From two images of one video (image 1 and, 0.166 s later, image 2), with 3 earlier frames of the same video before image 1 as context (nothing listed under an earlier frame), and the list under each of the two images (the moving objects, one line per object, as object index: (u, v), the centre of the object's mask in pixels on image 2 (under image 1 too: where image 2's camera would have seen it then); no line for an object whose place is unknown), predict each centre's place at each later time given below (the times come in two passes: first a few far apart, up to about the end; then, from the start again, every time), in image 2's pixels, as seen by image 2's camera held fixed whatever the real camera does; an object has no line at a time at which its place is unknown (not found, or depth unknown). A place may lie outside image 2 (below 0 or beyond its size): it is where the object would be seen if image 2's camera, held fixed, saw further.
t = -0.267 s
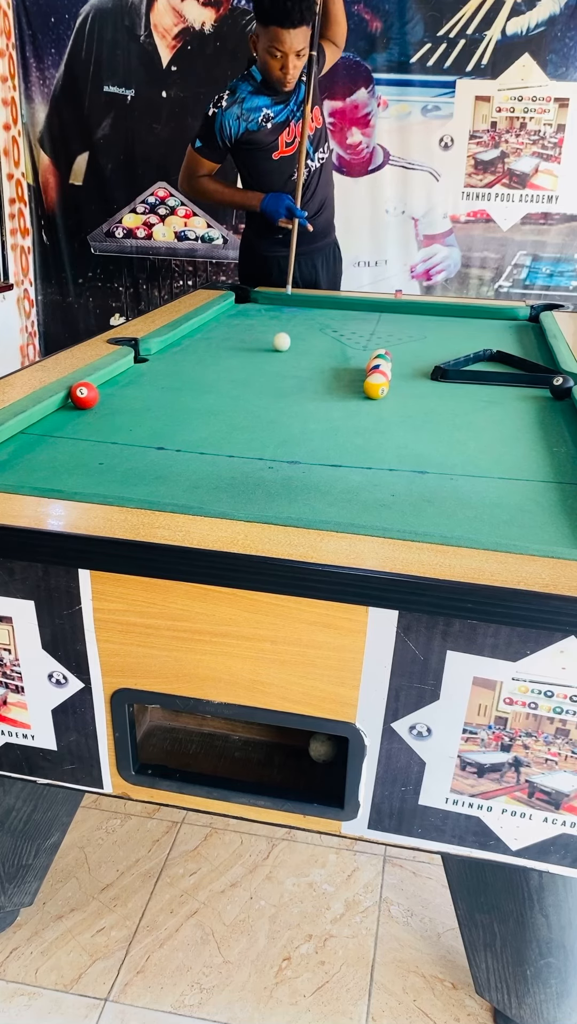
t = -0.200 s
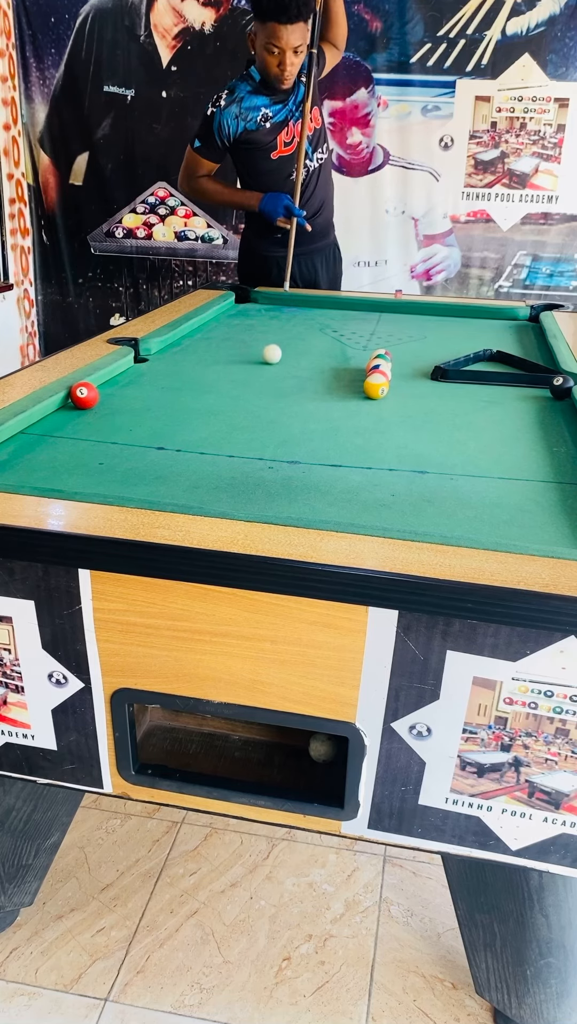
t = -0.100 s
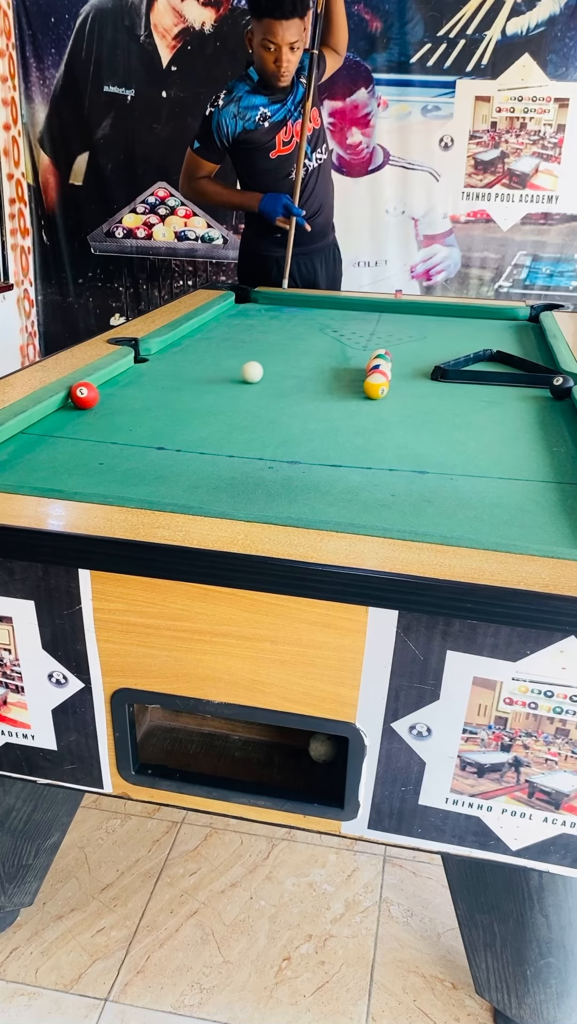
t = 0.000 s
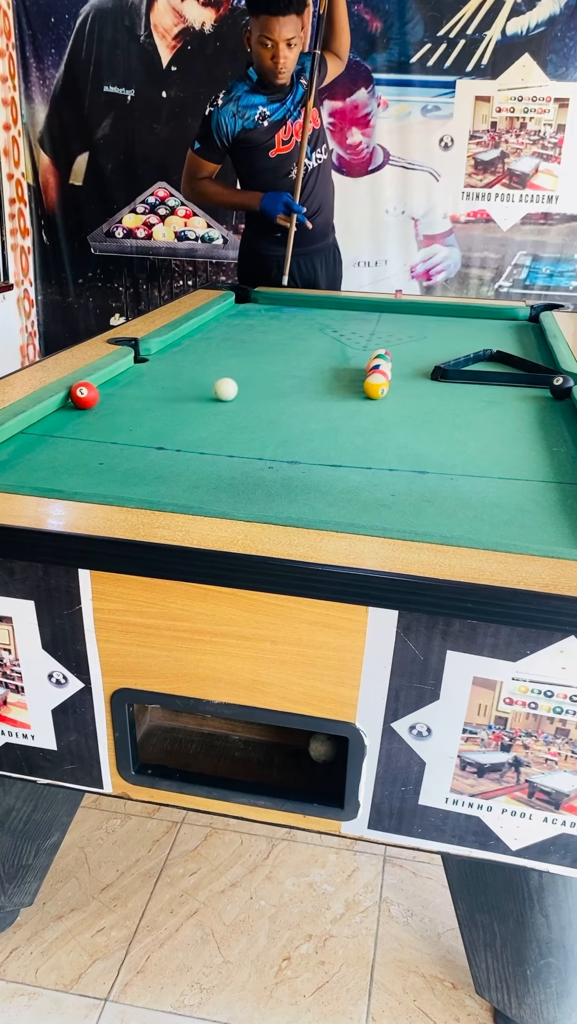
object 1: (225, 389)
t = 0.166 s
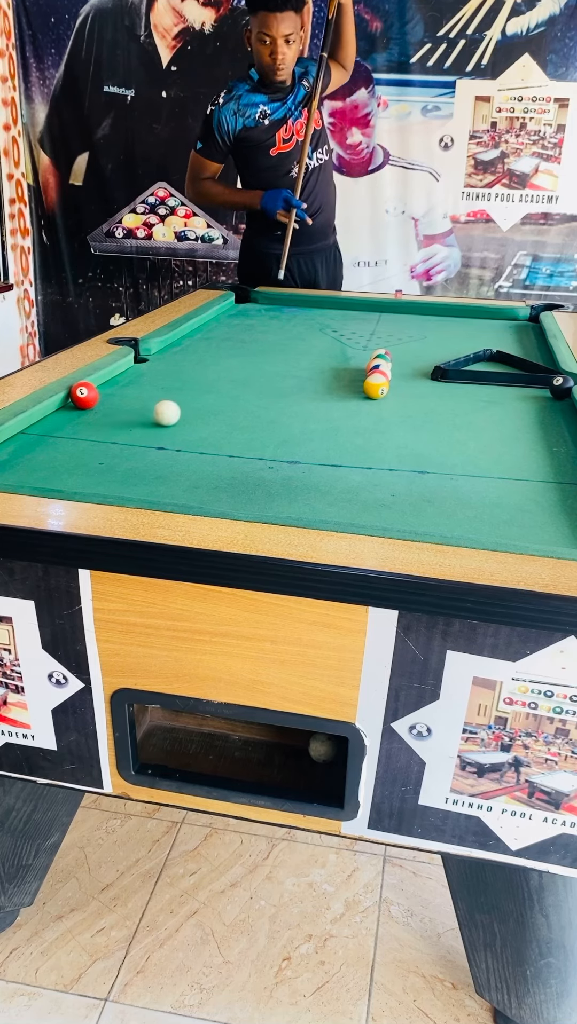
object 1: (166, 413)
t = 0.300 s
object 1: (107, 424)
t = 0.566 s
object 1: (78, 422)
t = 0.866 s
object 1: (182, 415)
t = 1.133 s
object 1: (262, 408)
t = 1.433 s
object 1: (341, 402)
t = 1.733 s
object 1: (412, 396)
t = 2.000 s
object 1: (468, 391)
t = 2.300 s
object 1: (525, 386)
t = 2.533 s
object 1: (543, 381)
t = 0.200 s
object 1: (152, 417)
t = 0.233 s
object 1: (138, 420)
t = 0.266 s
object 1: (123, 422)
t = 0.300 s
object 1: (107, 424)
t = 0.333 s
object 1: (91, 425)
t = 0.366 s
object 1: (75, 426)
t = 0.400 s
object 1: (60, 426)
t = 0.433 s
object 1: (44, 424)
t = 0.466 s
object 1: (39, 424)
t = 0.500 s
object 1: (52, 423)
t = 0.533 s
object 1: (65, 423)
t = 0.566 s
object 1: (78, 422)
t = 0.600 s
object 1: (90, 421)
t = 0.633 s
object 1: (102, 420)
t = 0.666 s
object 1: (114, 419)
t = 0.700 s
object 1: (126, 418)
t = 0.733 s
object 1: (137, 418)
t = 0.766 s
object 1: (149, 417)
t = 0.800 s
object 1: (160, 416)
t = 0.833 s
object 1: (171, 415)
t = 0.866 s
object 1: (182, 415)
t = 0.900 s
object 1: (192, 414)
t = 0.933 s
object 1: (203, 413)
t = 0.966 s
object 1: (213, 412)
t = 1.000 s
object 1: (223, 411)
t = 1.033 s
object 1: (233, 411)
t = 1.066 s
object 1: (243, 410)
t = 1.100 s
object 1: (252, 409)
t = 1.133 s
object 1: (262, 408)
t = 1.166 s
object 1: (271, 408)
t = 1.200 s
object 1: (281, 407)
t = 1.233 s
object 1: (290, 406)
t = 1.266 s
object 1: (298, 406)
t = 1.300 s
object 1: (307, 405)
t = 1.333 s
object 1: (316, 404)
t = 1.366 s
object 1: (325, 403)
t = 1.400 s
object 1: (333, 403)
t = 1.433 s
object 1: (341, 402)
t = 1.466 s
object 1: (350, 401)
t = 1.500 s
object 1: (358, 401)
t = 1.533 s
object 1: (365, 400)
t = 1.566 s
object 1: (374, 400)
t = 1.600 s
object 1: (382, 399)
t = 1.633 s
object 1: (389, 398)
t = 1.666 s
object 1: (397, 397)
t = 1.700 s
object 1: (404, 397)
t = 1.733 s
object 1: (412, 396)
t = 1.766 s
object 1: (419, 396)
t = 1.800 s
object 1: (427, 395)
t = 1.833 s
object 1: (434, 394)
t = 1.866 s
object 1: (441, 394)
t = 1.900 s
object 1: (447, 393)
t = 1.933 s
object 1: (454, 393)
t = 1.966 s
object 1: (461, 392)
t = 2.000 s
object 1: (468, 391)
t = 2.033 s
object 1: (475, 391)
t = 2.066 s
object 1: (481, 390)
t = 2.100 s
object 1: (488, 390)
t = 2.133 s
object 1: (494, 389)
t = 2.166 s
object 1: (500, 389)
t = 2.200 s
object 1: (506, 388)
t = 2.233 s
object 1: (512, 388)
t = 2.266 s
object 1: (518, 387)
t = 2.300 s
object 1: (525, 386)
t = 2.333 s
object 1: (530, 386)
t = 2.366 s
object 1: (536, 386)
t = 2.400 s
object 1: (537, 385)
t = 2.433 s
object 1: (539, 384)
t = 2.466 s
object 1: (540, 383)
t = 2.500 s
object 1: (541, 382)
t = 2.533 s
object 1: (543, 381)
